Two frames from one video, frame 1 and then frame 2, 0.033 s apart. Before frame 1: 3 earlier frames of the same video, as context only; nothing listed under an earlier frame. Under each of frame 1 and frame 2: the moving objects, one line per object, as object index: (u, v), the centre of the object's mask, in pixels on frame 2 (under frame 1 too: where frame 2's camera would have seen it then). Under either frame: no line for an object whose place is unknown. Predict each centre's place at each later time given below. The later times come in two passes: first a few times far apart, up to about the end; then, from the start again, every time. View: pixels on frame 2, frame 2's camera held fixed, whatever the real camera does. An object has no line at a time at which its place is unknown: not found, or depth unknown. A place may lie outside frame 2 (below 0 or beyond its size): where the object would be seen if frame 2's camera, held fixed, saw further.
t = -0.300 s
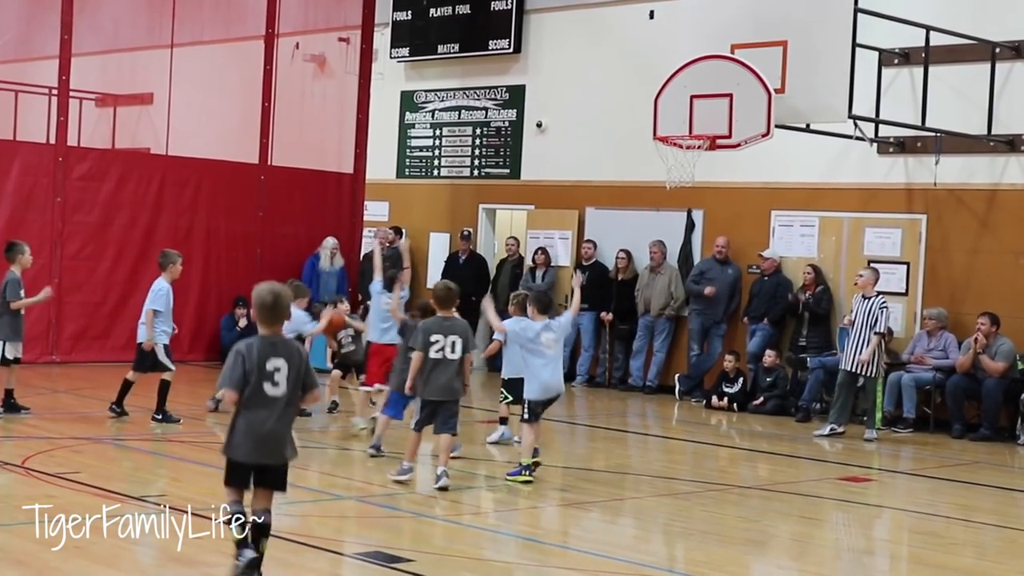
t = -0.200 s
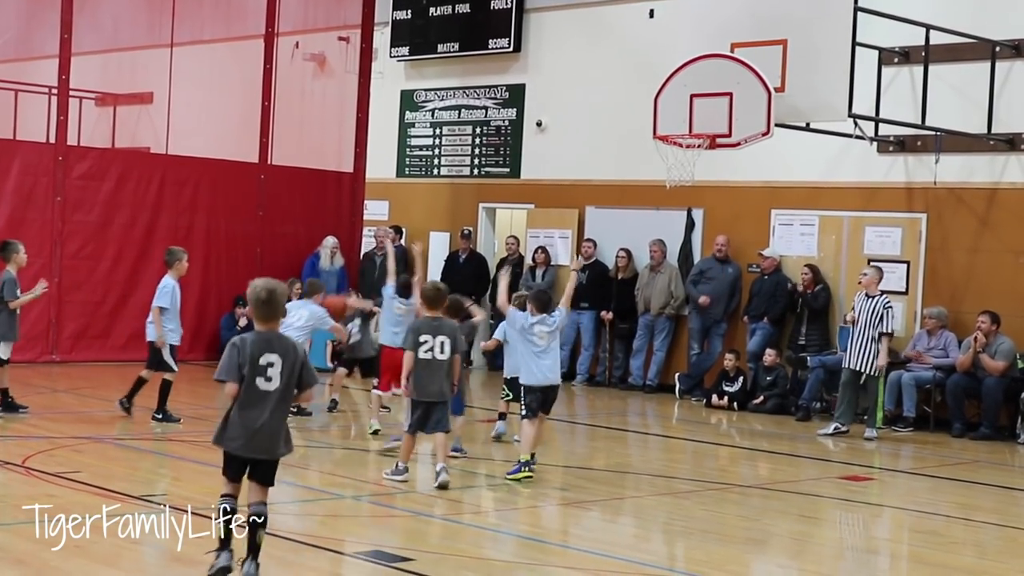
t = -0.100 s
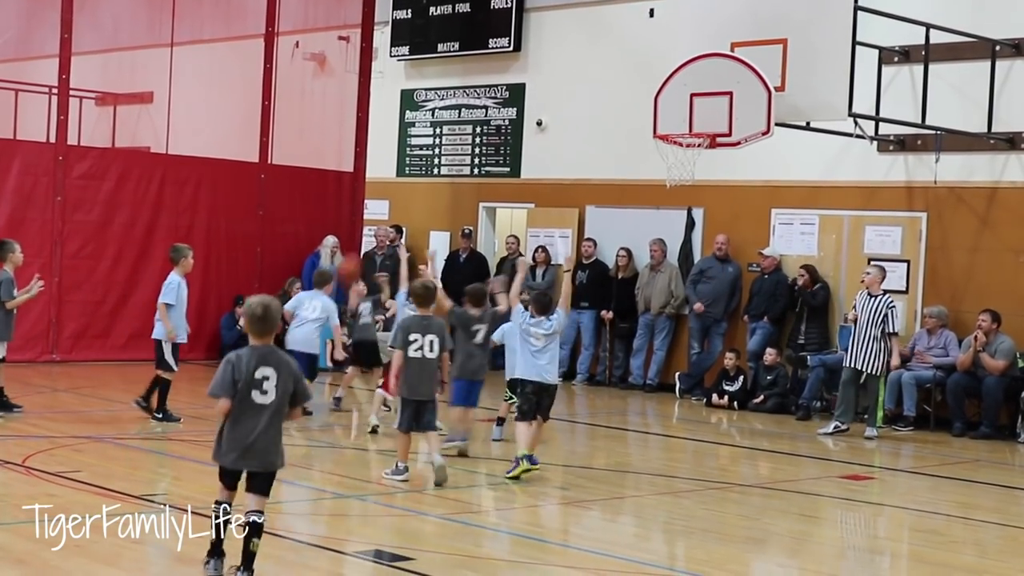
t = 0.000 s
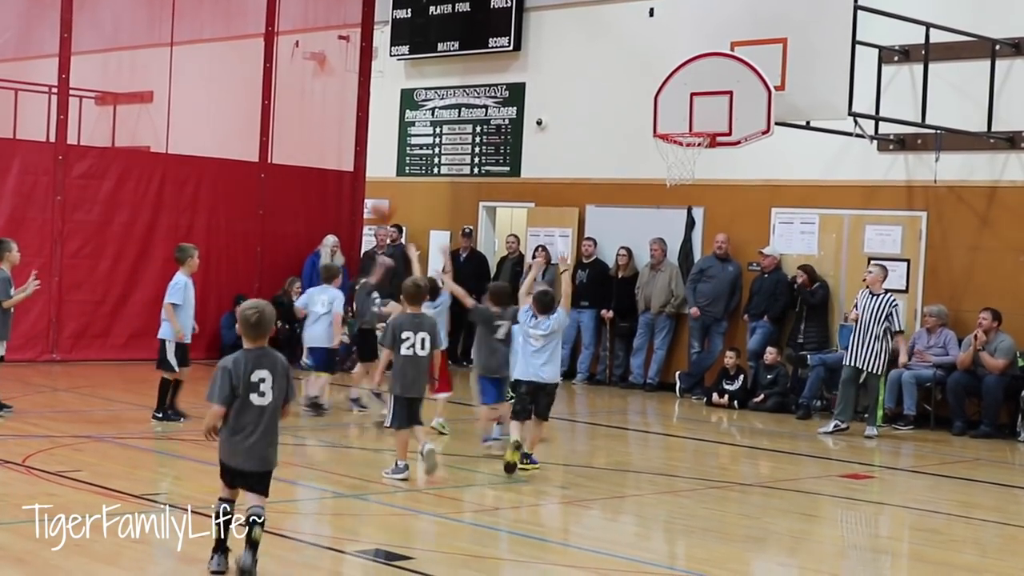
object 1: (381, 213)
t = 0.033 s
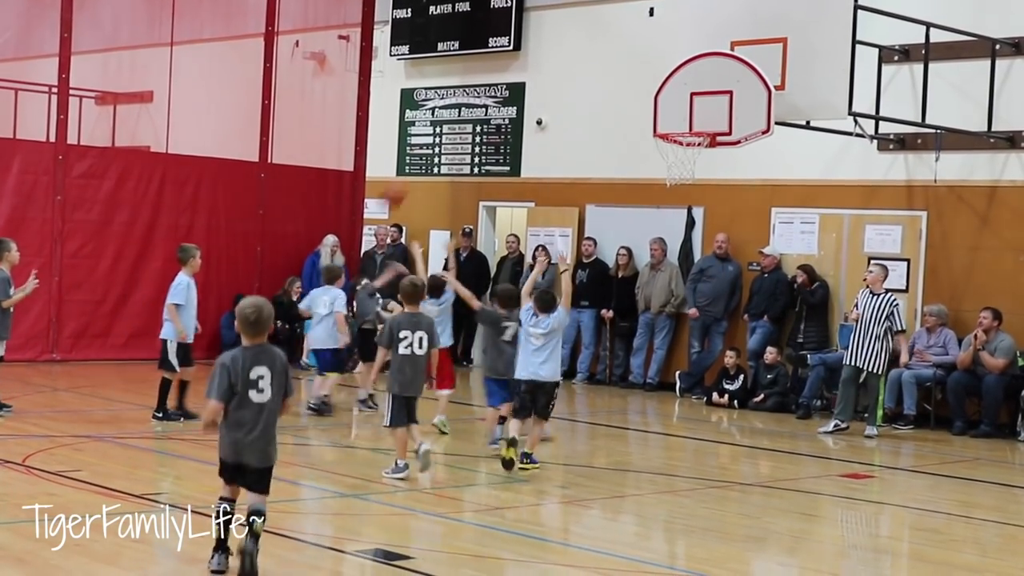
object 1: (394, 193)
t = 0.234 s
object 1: (463, 114)
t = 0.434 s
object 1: (533, 75)
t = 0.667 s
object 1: (612, 86)
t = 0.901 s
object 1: (668, 111)
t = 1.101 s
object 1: (686, 118)
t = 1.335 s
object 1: (698, 167)
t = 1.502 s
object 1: (687, 199)
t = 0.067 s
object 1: (404, 179)
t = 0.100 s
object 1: (415, 164)
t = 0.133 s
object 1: (427, 149)
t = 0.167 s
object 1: (440, 134)
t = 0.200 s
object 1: (450, 125)
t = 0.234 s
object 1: (463, 114)
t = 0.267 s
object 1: (474, 103)
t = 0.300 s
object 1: (486, 95)
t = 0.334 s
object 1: (499, 89)
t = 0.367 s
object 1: (510, 83)
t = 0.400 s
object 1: (520, 78)
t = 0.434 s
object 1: (533, 75)
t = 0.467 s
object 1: (544, 73)
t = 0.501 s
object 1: (555, 72)
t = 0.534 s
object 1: (566, 72)
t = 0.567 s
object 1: (578, 74)
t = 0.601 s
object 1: (590, 77)
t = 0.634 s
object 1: (600, 81)
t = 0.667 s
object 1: (612, 86)
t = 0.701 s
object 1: (623, 93)
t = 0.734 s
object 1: (635, 101)
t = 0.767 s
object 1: (646, 111)
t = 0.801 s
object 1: (658, 121)
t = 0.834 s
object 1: (662, 118)
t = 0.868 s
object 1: (665, 114)
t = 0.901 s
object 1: (668, 111)
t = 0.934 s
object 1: (671, 108)
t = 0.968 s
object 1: (674, 108)
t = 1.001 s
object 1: (677, 108)
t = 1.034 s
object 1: (680, 110)
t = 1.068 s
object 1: (683, 113)
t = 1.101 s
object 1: (686, 118)
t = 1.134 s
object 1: (689, 122)
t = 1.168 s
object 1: (691, 130)
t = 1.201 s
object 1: (694, 139)
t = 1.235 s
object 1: (696, 148)
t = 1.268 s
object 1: (698, 154)
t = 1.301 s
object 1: (699, 162)
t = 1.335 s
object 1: (698, 167)
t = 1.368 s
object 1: (697, 171)
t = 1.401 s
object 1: (694, 177)
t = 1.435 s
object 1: (692, 184)
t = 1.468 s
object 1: (690, 192)
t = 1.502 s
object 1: (687, 199)
